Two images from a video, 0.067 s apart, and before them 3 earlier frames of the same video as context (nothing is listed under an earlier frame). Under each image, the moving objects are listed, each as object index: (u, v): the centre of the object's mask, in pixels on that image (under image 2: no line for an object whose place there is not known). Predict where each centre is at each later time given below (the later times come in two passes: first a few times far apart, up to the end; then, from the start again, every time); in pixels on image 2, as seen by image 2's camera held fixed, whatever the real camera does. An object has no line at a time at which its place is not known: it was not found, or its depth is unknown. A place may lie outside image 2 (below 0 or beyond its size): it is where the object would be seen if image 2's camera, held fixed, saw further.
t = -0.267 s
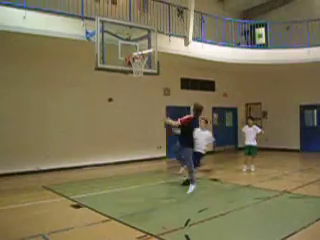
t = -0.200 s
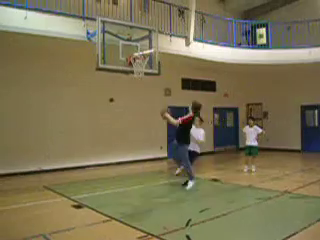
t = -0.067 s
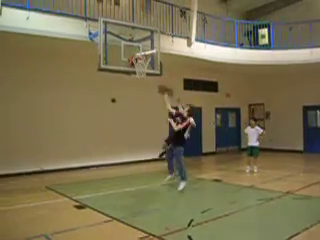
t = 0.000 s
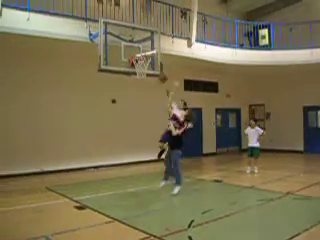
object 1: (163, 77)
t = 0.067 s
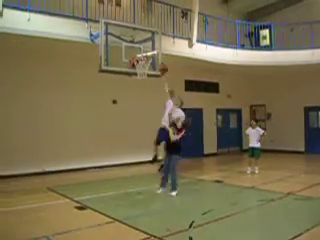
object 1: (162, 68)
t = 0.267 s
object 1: (161, 52)
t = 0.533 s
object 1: (161, 57)
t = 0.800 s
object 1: (160, 89)
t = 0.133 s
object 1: (163, 59)
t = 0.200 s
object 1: (162, 54)
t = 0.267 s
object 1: (161, 52)
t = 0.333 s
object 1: (161, 50)
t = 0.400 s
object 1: (161, 51)
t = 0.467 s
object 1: (161, 53)
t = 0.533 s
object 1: (161, 57)
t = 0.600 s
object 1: (161, 62)
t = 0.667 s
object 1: (161, 68)
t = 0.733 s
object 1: (161, 78)
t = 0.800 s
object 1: (160, 89)
